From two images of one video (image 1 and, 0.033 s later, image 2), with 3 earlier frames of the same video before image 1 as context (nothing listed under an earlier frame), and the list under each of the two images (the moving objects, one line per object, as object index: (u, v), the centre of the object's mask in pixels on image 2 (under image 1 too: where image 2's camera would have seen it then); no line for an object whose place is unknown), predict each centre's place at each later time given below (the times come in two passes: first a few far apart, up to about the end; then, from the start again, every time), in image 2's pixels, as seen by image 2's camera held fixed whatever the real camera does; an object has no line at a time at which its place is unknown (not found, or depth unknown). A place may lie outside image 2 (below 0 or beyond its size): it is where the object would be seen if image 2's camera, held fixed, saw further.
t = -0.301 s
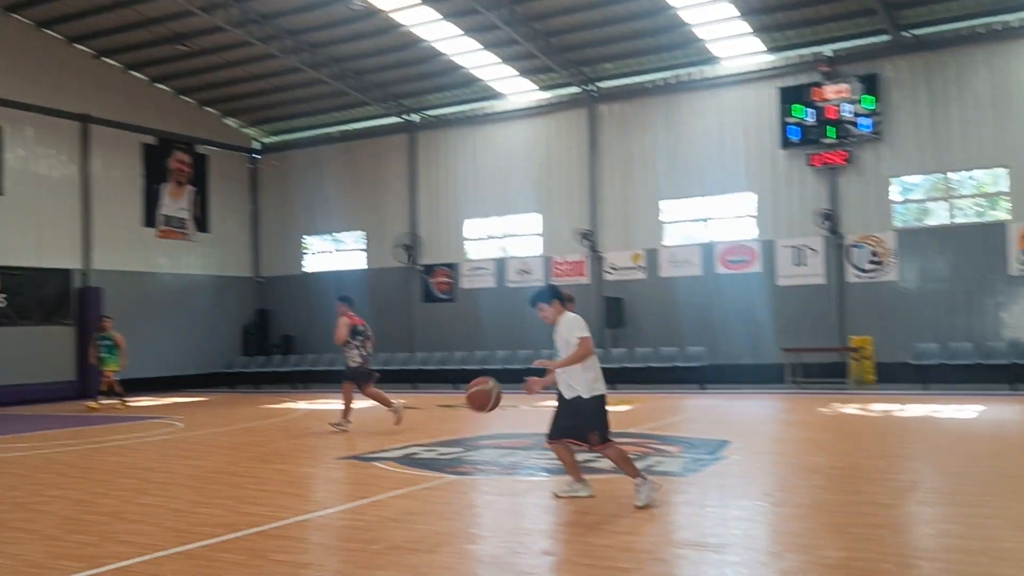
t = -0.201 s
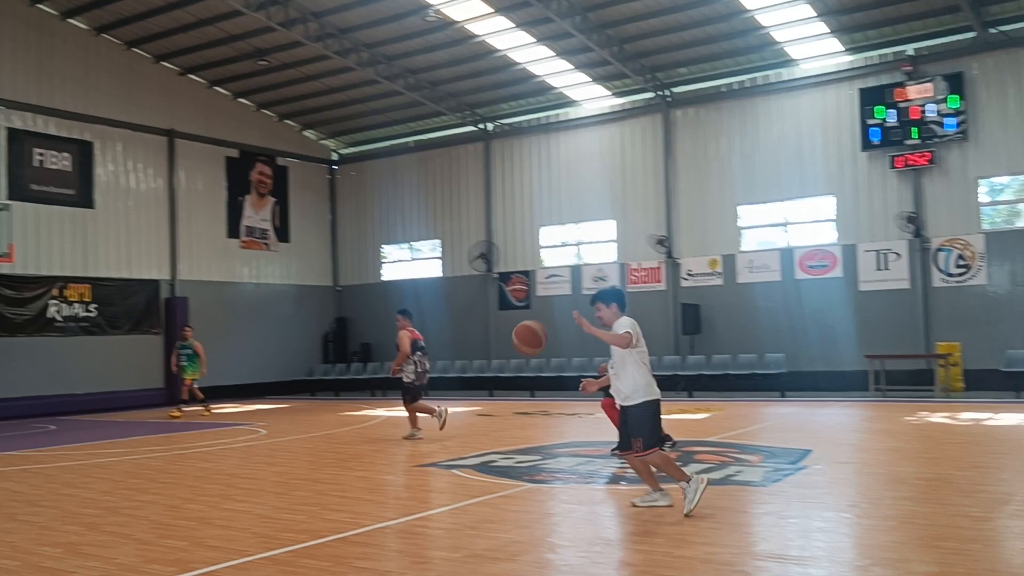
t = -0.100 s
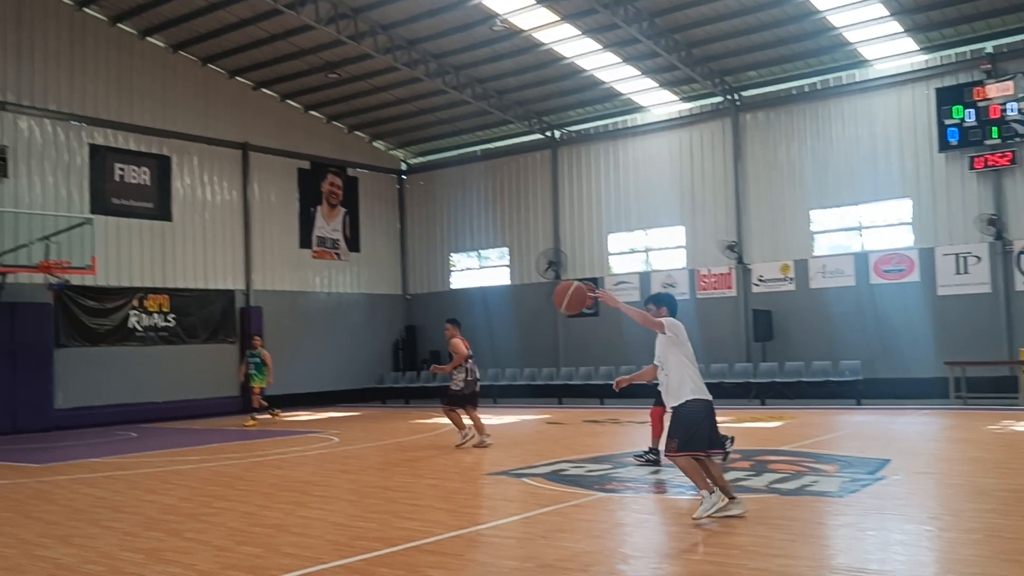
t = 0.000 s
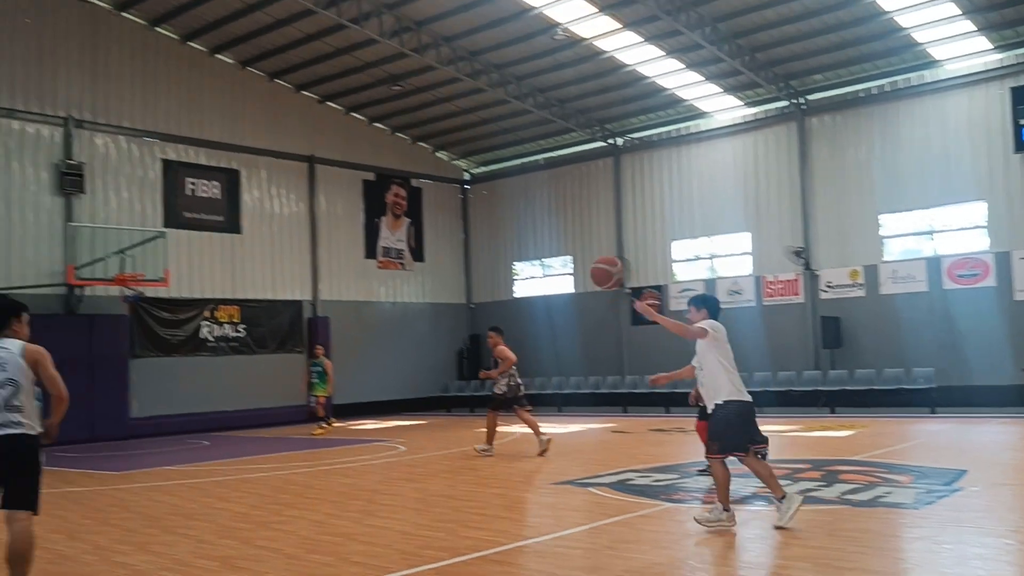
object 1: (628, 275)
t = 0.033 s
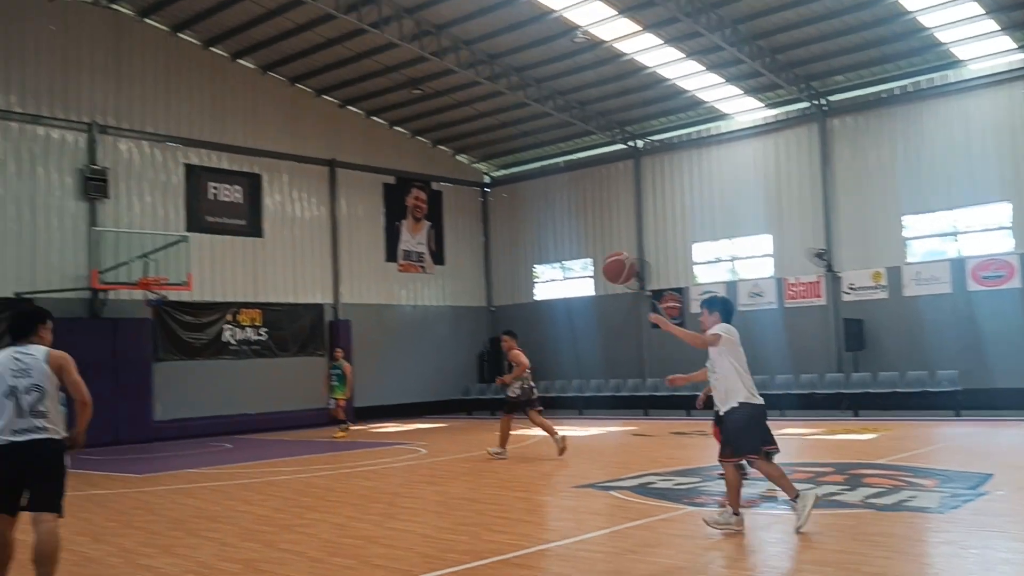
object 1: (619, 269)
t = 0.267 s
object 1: (565, 259)
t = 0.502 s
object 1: (517, 316)
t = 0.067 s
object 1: (611, 263)
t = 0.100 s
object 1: (603, 258)
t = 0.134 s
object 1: (595, 255)
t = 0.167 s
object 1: (587, 254)
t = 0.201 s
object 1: (580, 255)
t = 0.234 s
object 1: (572, 256)
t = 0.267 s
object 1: (565, 259)
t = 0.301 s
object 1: (557, 264)
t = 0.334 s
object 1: (550, 269)
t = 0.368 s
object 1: (543, 276)
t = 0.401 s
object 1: (536, 284)
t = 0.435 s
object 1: (529, 294)
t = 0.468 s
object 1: (522, 304)
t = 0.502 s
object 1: (517, 316)
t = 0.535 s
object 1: (511, 329)
